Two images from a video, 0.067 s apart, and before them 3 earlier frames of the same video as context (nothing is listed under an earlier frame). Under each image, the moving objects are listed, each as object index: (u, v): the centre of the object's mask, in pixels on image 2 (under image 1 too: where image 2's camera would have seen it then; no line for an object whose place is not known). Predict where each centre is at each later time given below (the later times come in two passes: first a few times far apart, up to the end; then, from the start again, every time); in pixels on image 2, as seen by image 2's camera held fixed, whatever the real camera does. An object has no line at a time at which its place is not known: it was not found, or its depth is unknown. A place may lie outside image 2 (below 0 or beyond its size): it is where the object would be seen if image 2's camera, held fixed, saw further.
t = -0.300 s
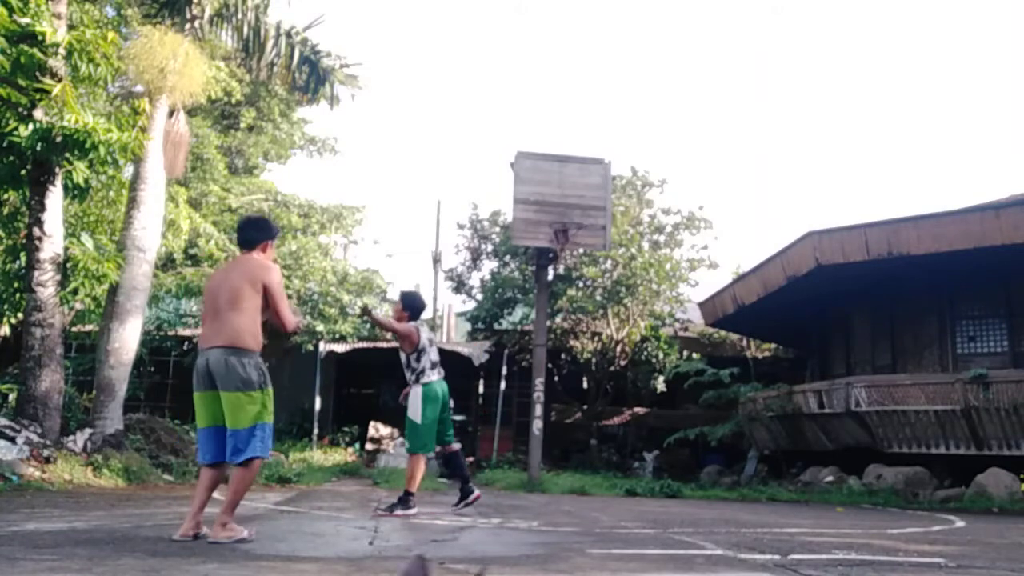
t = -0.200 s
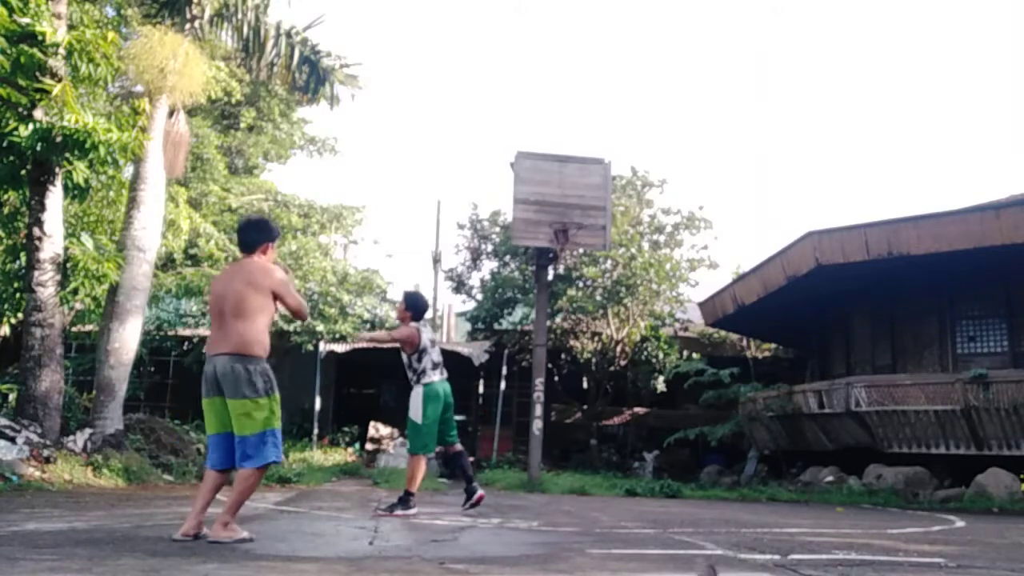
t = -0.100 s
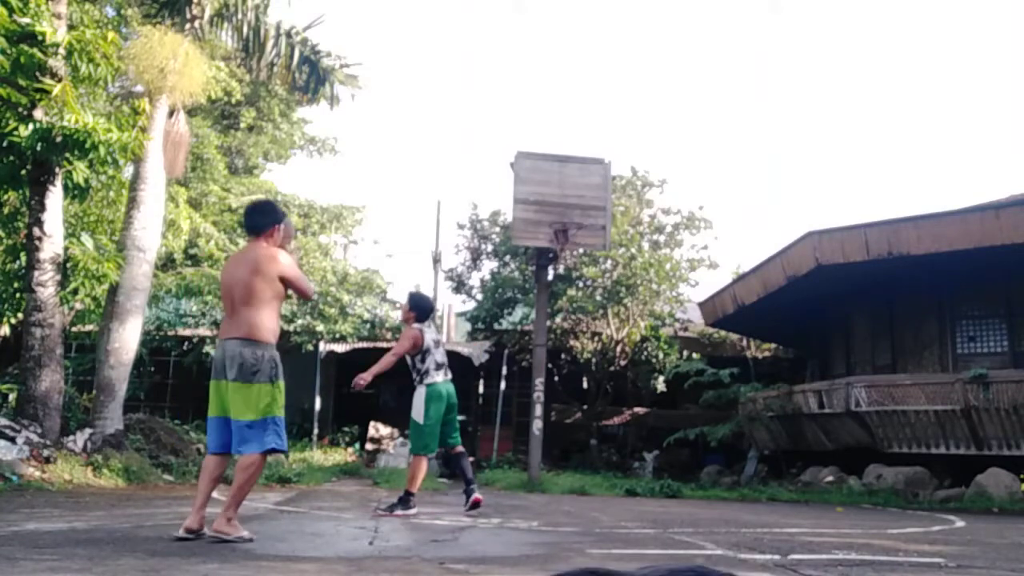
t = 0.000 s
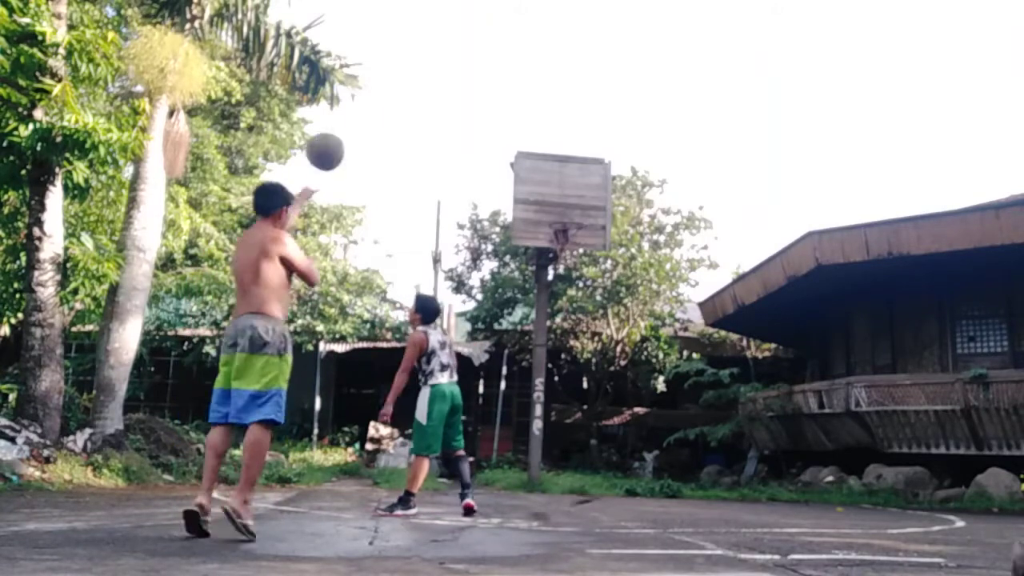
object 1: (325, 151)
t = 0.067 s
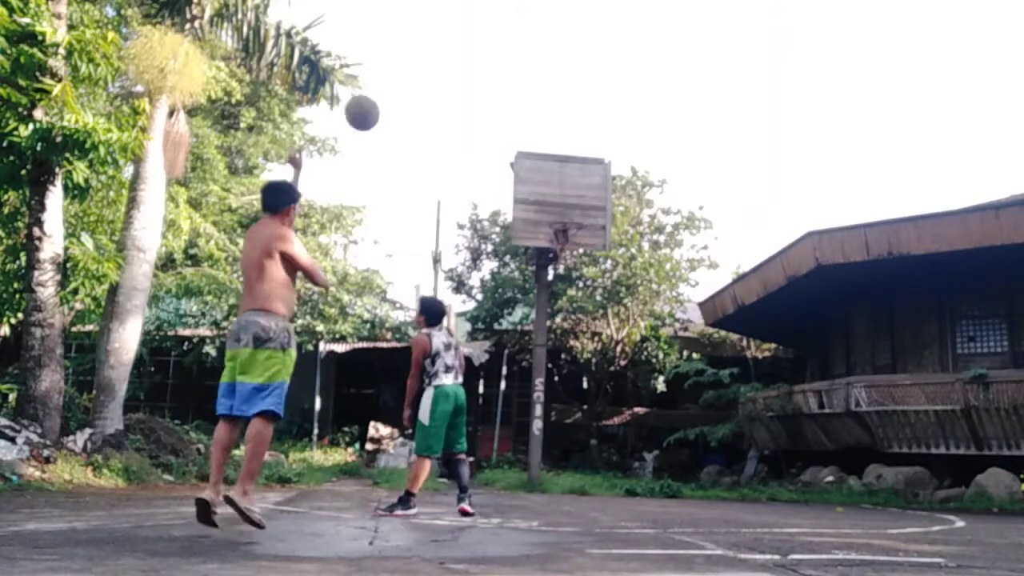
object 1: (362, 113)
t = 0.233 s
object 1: (434, 60)
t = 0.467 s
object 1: (503, 53)
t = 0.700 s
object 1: (553, 96)
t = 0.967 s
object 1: (595, 186)
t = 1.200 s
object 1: (626, 291)
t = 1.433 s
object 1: (654, 417)
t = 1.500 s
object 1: (661, 458)
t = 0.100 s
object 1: (378, 98)
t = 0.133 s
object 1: (394, 86)
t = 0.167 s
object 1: (408, 75)
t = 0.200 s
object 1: (421, 67)
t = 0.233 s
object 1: (434, 60)
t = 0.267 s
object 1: (446, 55)
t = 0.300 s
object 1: (457, 52)
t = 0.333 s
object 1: (467, 50)
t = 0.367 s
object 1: (477, 49)
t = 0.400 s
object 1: (486, 49)
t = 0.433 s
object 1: (495, 51)
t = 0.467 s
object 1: (503, 53)
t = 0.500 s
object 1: (511, 57)
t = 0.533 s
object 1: (519, 61)
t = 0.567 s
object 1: (526, 67)
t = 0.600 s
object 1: (533, 73)
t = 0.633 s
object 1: (540, 80)
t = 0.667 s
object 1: (547, 88)
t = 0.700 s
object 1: (553, 96)
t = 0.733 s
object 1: (559, 105)
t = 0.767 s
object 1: (565, 114)
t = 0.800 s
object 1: (571, 124)
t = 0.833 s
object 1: (576, 136)
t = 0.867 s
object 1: (581, 148)
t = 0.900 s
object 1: (586, 160)
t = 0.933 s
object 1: (592, 172)
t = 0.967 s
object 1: (595, 186)
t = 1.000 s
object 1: (600, 200)
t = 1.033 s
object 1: (605, 214)
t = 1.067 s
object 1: (609, 229)
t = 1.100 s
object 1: (613, 244)
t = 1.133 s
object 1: (619, 260)
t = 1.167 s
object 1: (622, 275)
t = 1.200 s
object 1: (626, 291)
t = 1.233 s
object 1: (631, 308)
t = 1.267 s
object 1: (635, 326)
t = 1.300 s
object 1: (640, 341)
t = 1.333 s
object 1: (643, 361)
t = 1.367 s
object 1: (647, 379)
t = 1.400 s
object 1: (650, 398)
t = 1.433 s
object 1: (654, 417)
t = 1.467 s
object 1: (658, 438)
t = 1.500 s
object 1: (661, 458)
